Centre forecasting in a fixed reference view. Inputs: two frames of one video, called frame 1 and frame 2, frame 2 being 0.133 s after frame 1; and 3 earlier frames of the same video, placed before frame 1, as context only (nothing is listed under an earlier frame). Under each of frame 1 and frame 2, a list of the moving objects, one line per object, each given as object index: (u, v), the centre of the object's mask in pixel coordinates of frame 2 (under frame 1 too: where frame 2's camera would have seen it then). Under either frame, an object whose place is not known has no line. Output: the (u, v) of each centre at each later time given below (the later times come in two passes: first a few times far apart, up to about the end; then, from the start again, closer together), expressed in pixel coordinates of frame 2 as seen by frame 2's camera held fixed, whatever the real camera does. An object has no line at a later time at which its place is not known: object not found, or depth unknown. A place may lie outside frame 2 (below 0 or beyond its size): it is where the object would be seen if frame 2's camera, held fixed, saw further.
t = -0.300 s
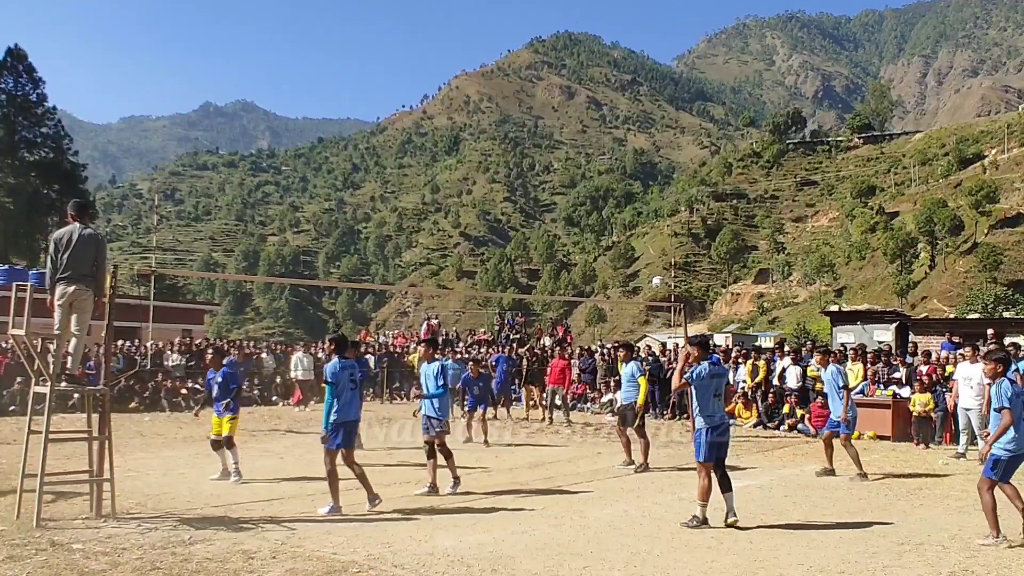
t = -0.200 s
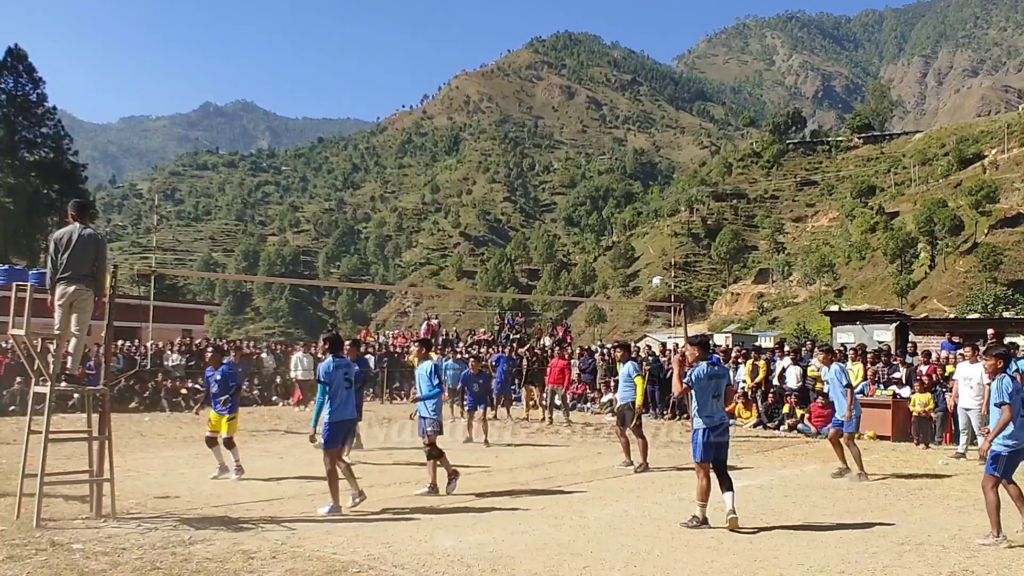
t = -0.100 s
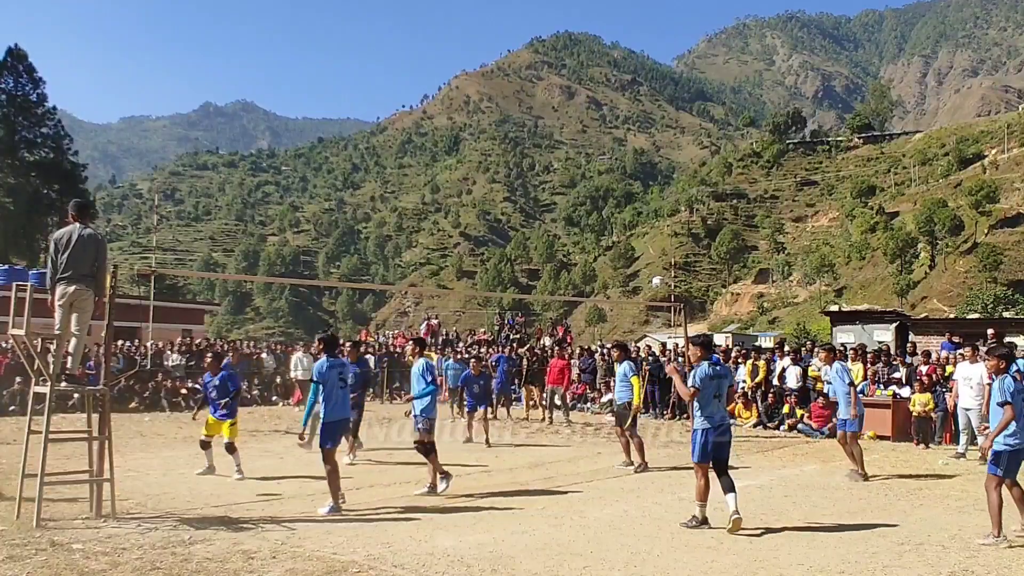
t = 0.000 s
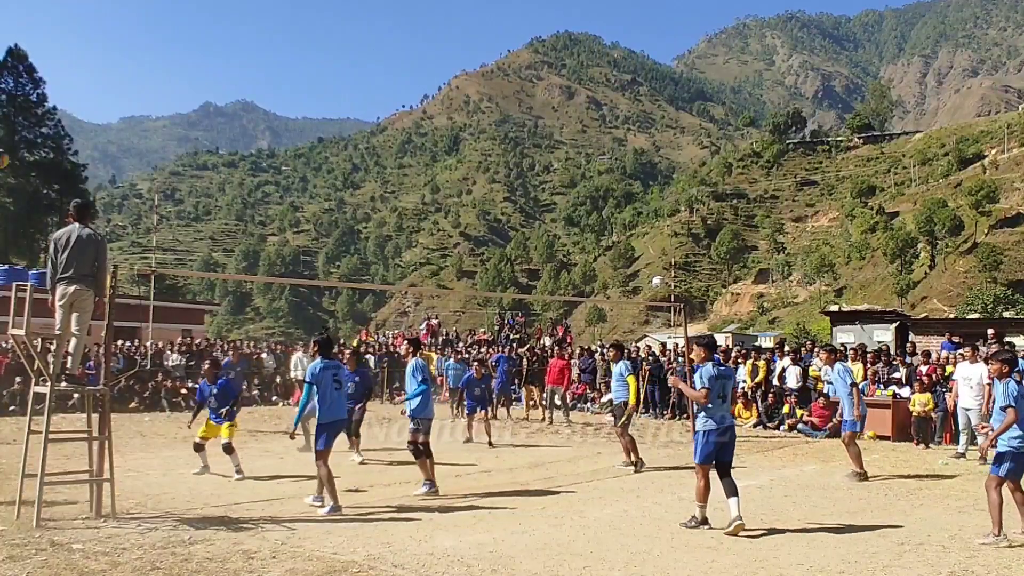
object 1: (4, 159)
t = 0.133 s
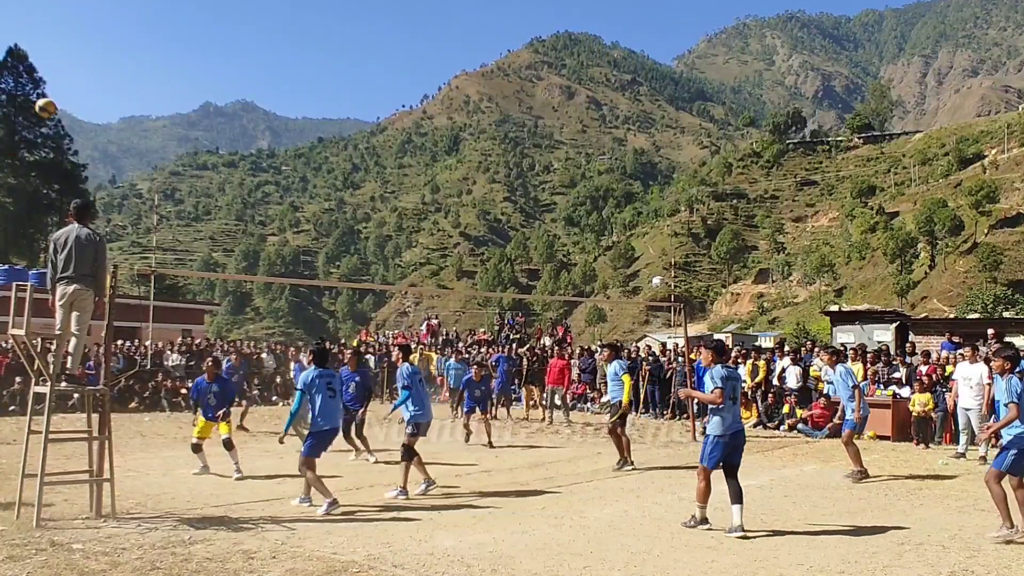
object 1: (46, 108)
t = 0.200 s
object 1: (69, 89)
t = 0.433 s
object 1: (139, 58)
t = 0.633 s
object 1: (191, 67)
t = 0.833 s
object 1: (236, 106)
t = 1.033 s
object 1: (274, 170)
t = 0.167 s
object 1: (57, 98)
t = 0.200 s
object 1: (69, 89)
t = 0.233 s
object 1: (79, 82)
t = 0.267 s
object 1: (90, 75)
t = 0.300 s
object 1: (100, 70)
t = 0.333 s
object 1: (110, 66)
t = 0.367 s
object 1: (120, 62)
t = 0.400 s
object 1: (130, 60)
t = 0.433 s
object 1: (139, 58)
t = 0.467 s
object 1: (148, 58)
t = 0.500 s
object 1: (157, 58)
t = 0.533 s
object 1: (166, 59)
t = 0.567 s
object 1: (175, 61)
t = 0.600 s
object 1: (183, 64)
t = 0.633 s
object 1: (191, 67)
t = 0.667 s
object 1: (199, 71)
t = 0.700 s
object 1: (207, 77)
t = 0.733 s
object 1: (214, 83)
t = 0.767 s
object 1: (222, 90)
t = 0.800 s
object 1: (229, 97)
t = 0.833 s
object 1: (236, 106)
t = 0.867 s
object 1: (243, 115)
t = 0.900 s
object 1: (249, 125)
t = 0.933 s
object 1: (256, 135)
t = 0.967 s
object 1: (263, 146)
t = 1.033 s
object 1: (274, 170)
